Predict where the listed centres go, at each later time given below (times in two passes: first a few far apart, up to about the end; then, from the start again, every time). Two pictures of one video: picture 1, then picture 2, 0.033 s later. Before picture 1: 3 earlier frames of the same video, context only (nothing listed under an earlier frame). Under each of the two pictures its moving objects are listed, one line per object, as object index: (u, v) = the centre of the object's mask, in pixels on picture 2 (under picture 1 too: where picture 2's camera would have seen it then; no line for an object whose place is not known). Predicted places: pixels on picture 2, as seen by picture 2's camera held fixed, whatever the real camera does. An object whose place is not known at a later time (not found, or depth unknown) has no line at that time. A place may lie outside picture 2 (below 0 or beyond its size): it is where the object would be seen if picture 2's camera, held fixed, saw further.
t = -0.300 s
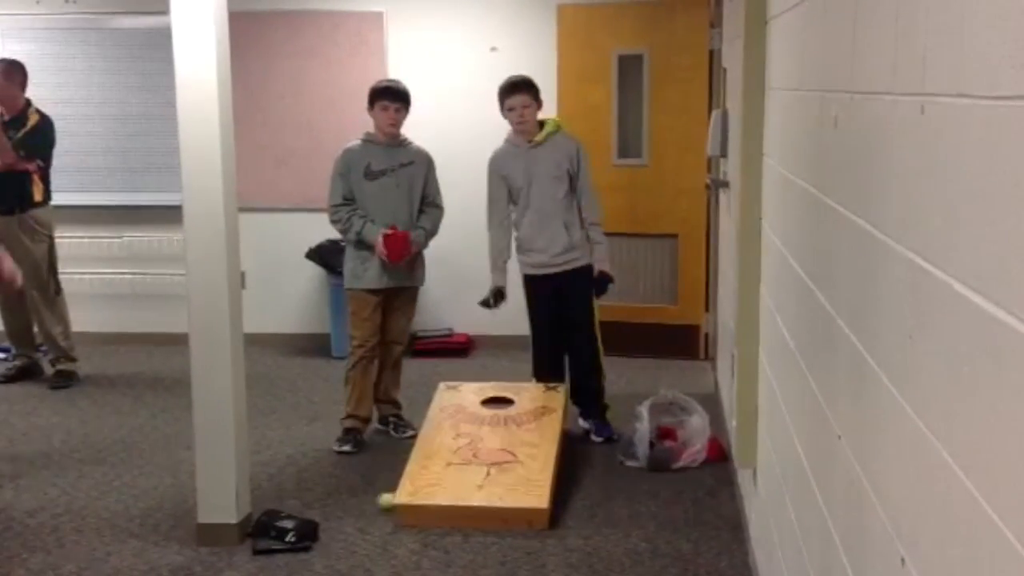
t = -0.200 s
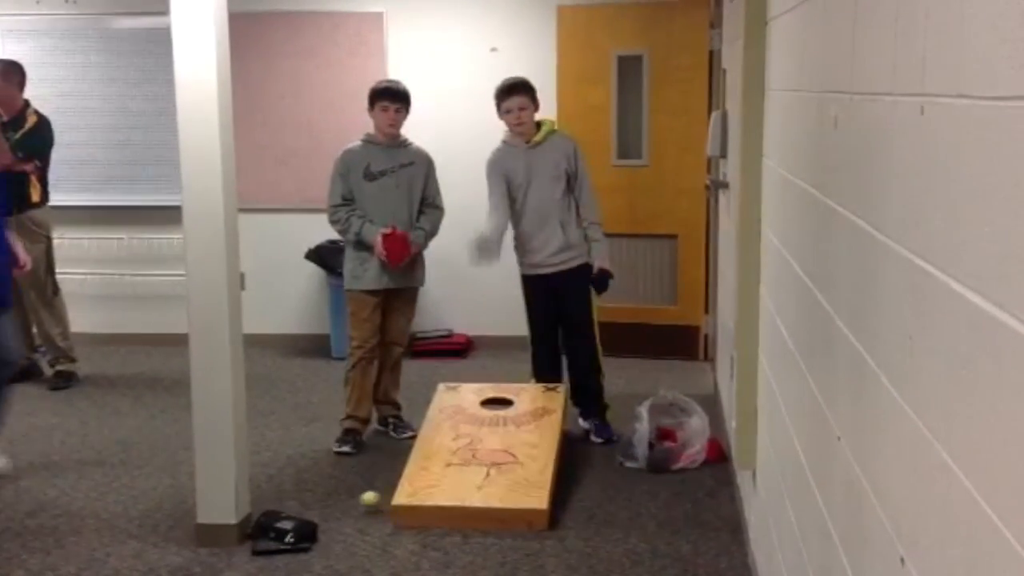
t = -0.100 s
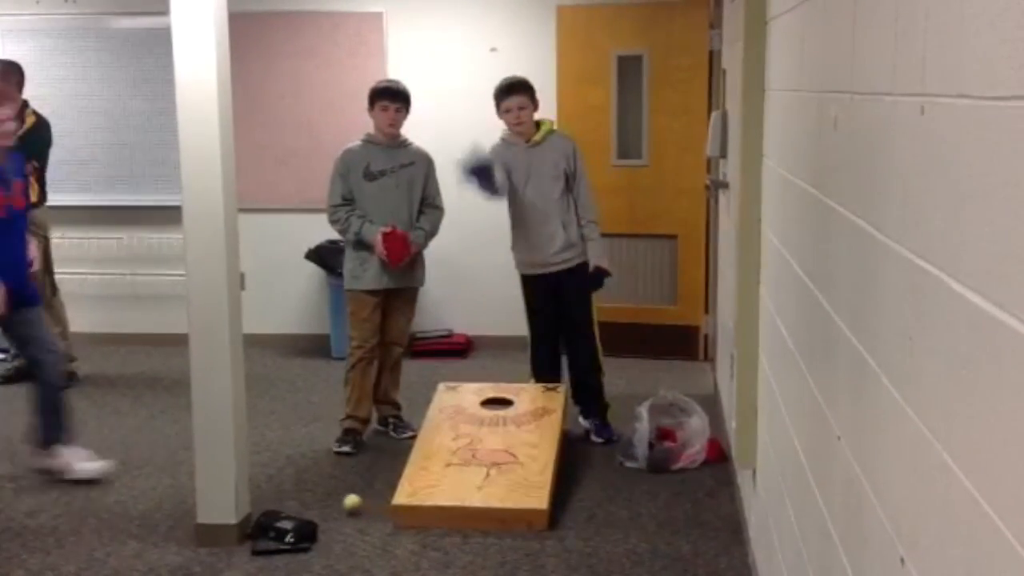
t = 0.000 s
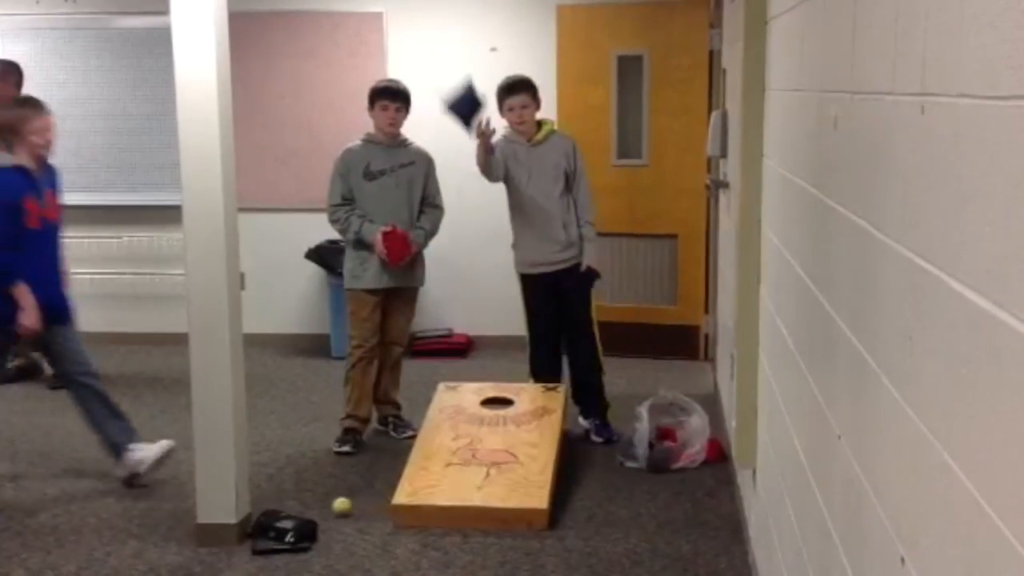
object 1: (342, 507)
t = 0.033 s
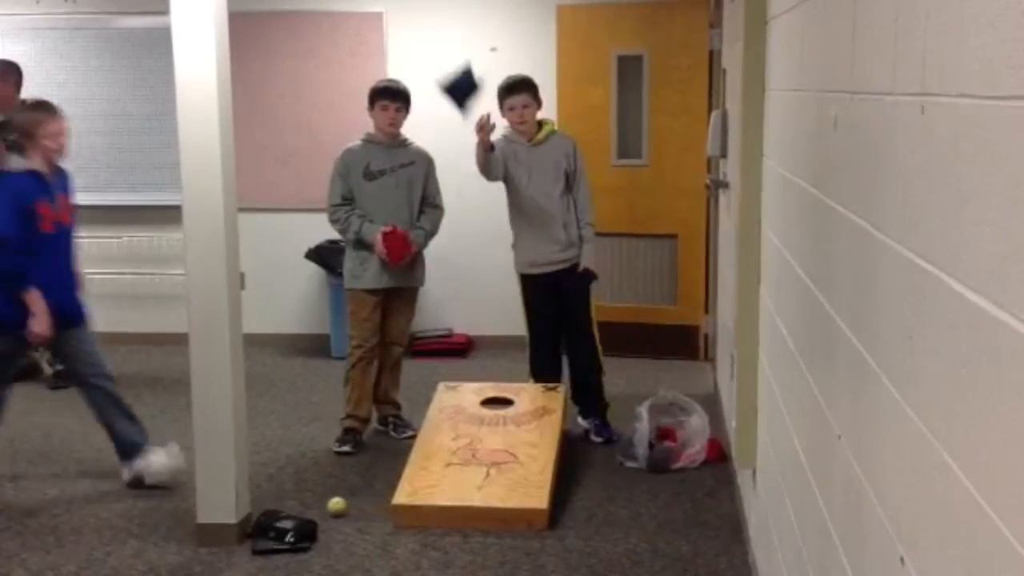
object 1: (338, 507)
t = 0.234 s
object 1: (311, 511)
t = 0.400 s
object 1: (291, 510)
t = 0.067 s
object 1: (332, 509)
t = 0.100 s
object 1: (328, 509)
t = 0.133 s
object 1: (324, 510)
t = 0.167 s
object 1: (320, 510)
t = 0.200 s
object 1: (316, 511)
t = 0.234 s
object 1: (311, 511)
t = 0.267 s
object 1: (307, 511)
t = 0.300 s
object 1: (303, 511)
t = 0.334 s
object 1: (298, 511)
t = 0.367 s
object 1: (295, 511)
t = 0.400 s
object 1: (291, 510)
